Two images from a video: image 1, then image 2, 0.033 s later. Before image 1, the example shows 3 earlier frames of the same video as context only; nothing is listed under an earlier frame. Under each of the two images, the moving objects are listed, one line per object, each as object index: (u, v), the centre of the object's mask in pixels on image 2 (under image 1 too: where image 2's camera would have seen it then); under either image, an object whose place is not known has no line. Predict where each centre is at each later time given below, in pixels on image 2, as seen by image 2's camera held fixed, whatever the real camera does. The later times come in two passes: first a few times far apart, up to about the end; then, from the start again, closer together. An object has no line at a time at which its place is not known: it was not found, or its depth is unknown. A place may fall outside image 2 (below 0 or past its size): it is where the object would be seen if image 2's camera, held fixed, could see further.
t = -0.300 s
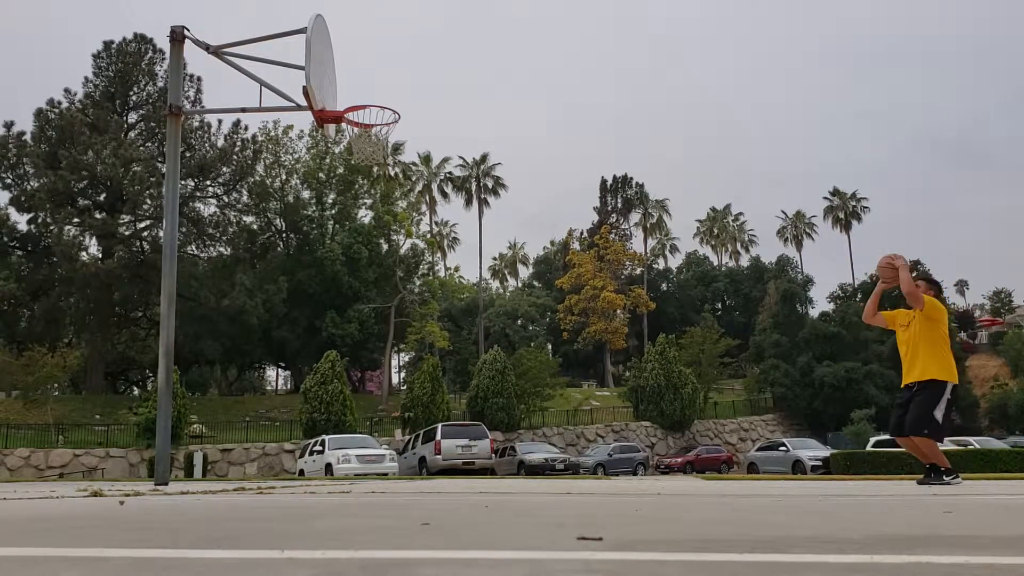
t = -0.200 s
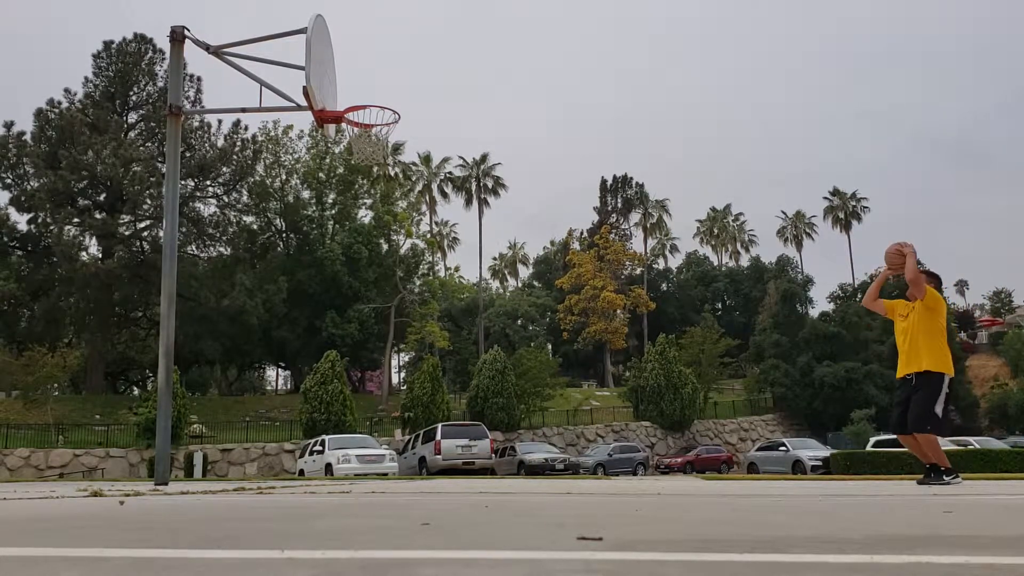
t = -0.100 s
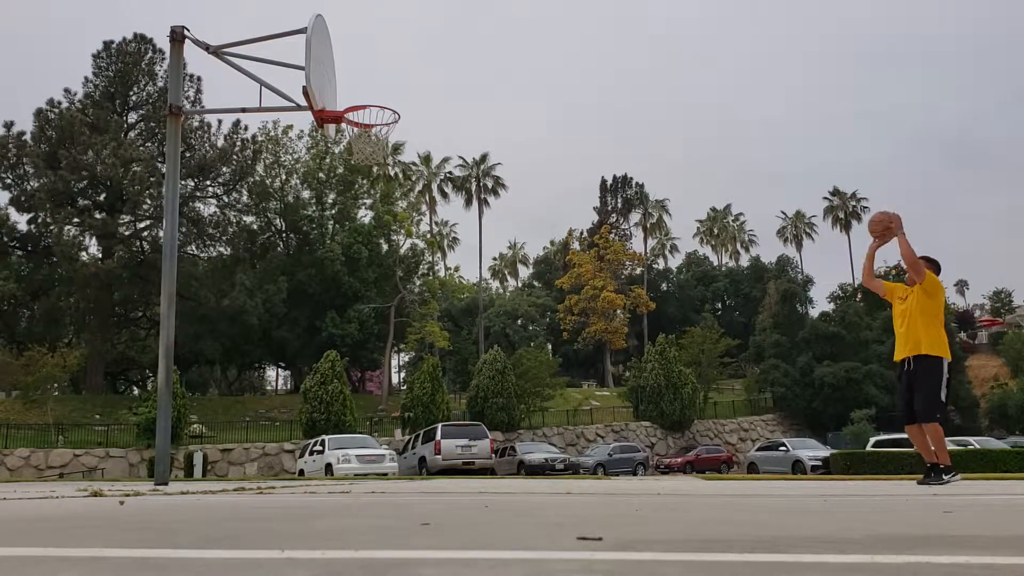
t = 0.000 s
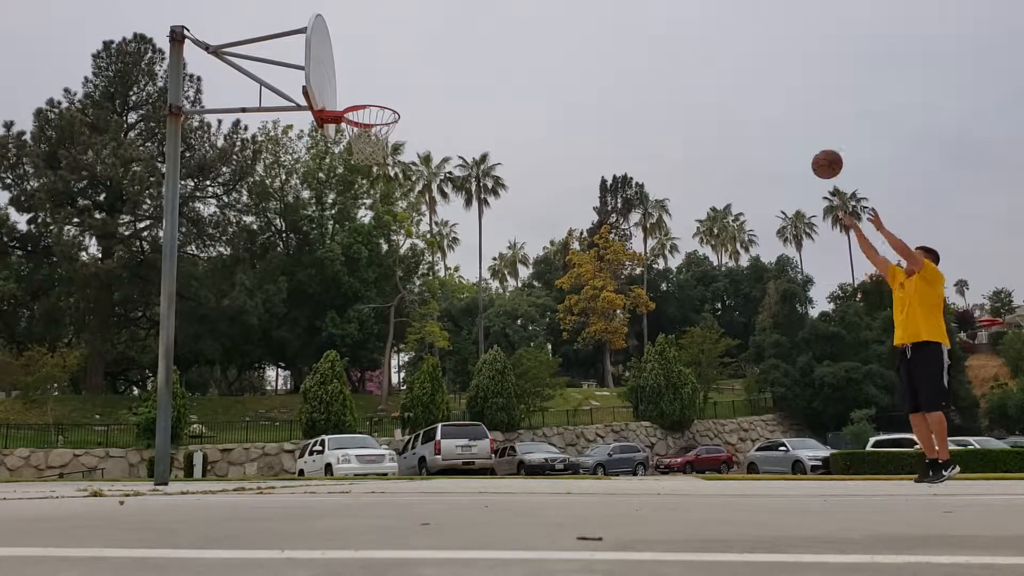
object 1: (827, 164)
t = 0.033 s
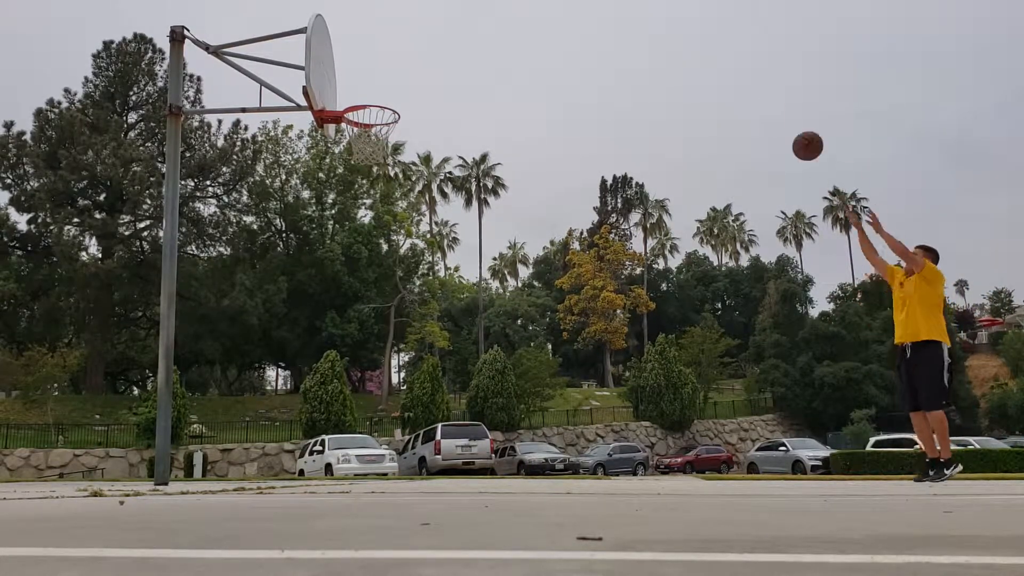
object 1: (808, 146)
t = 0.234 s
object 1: (697, 66)
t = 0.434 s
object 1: (593, 33)
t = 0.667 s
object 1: (478, 48)
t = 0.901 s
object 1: (364, 122)
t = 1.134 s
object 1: (345, 158)
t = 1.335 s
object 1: (343, 223)
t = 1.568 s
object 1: (338, 354)
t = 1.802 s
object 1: (346, 412)
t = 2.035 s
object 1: (378, 301)
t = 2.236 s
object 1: (403, 258)
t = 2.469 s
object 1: (431, 261)
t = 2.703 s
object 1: (459, 326)
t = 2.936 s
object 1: (487, 453)
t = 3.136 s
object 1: (505, 383)
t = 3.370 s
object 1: (524, 324)
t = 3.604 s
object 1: (545, 324)
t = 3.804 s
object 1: (563, 373)
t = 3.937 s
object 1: (575, 432)
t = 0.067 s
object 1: (788, 129)
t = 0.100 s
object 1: (769, 114)
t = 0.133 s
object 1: (751, 99)
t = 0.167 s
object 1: (733, 87)
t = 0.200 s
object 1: (715, 75)
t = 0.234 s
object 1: (697, 66)
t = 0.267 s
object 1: (679, 57)
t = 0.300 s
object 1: (662, 50)
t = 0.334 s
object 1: (644, 44)
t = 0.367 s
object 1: (628, 39)
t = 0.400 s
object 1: (610, 35)
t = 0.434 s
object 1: (593, 33)
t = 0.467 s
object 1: (577, 31)
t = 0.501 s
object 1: (560, 31)
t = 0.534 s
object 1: (543, 32)
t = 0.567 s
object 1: (527, 34)
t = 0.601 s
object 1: (510, 38)
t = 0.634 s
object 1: (494, 42)
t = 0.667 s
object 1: (478, 48)
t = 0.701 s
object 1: (461, 55)
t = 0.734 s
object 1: (445, 63)
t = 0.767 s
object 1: (429, 72)
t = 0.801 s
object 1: (413, 82)
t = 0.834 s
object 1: (397, 94)
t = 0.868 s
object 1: (380, 107)
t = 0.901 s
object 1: (364, 122)
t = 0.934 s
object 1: (349, 132)
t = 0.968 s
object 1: (348, 135)
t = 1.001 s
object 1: (346, 136)
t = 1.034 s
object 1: (345, 140)
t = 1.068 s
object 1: (346, 145)
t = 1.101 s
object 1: (345, 151)
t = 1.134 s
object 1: (345, 158)
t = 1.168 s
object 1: (344, 166)
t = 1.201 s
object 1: (344, 175)
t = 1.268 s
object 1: (343, 197)
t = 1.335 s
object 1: (343, 223)
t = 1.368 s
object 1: (342, 238)
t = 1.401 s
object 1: (342, 254)
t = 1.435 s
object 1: (342, 272)
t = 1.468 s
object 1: (341, 291)
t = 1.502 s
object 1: (340, 311)
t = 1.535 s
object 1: (339, 332)
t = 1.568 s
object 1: (338, 354)
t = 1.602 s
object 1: (338, 379)
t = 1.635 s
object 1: (336, 404)
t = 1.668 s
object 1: (335, 431)
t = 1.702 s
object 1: (334, 461)
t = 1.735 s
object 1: (336, 458)
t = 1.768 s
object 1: (341, 434)
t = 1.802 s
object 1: (346, 412)
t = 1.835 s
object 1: (351, 392)
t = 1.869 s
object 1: (355, 374)
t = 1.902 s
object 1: (360, 356)
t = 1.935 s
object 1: (364, 340)
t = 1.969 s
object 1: (369, 326)
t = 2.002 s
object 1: (373, 313)
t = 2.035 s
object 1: (378, 301)
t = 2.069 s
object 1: (382, 291)
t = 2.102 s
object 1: (386, 282)
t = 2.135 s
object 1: (390, 274)
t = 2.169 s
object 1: (395, 267)
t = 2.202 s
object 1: (399, 261)
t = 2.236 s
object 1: (403, 258)
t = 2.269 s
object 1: (407, 254)
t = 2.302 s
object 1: (411, 253)
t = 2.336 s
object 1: (415, 252)
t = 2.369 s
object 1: (419, 252)
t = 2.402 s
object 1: (423, 254)
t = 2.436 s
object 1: (427, 257)
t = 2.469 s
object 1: (431, 261)
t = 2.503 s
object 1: (435, 267)
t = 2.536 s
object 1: (439, 274)
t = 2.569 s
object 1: (443, 282)
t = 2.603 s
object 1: (447, 291)
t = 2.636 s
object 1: (451, 301)
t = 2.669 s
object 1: (455, 313)
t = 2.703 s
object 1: (459, 326)
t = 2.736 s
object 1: (463, 340)
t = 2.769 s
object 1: (467, 355)
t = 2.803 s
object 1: (471, 372)
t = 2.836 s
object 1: (475, 390)
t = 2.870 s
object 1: (479, 409)
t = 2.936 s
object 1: (487, 453)
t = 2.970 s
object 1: (491, 466)
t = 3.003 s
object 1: (493, 447)
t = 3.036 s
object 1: (496, 429)
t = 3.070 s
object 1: (499, 413)
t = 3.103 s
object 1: (502, 397)
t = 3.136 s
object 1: (505, 383)
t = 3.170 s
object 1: (508, 371)
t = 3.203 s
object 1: (510, 360)
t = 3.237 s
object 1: (513, 350)
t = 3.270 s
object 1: (516, 342)
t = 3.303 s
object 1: (519, 335)
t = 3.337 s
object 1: (522, 328)
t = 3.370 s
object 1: (524, 324)
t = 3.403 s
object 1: (527, 320)
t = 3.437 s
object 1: (530, 318)
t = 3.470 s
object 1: (533, 317)
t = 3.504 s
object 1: (535, 317)
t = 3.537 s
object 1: (539, 318)
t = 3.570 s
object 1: (542, 321)
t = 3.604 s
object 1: (545, 324)
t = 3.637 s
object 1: (548, 329)
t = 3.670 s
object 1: (550, 336)
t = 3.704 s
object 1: (553, 343)
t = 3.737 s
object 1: (557, 352)
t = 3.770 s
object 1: (559, 362)
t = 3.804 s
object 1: (563, 373)
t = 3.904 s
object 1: (571, 416)
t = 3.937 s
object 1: (575, 432)
